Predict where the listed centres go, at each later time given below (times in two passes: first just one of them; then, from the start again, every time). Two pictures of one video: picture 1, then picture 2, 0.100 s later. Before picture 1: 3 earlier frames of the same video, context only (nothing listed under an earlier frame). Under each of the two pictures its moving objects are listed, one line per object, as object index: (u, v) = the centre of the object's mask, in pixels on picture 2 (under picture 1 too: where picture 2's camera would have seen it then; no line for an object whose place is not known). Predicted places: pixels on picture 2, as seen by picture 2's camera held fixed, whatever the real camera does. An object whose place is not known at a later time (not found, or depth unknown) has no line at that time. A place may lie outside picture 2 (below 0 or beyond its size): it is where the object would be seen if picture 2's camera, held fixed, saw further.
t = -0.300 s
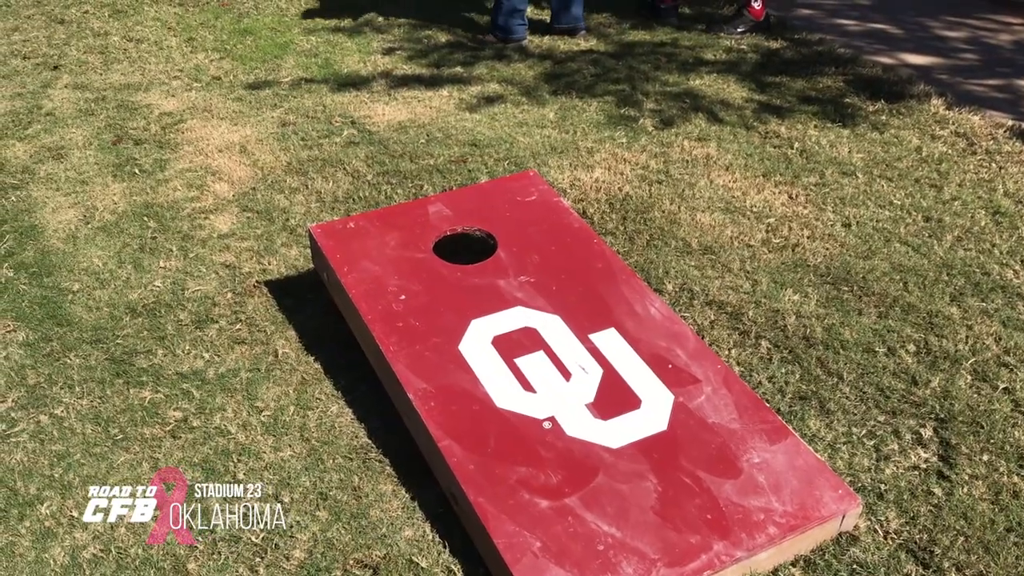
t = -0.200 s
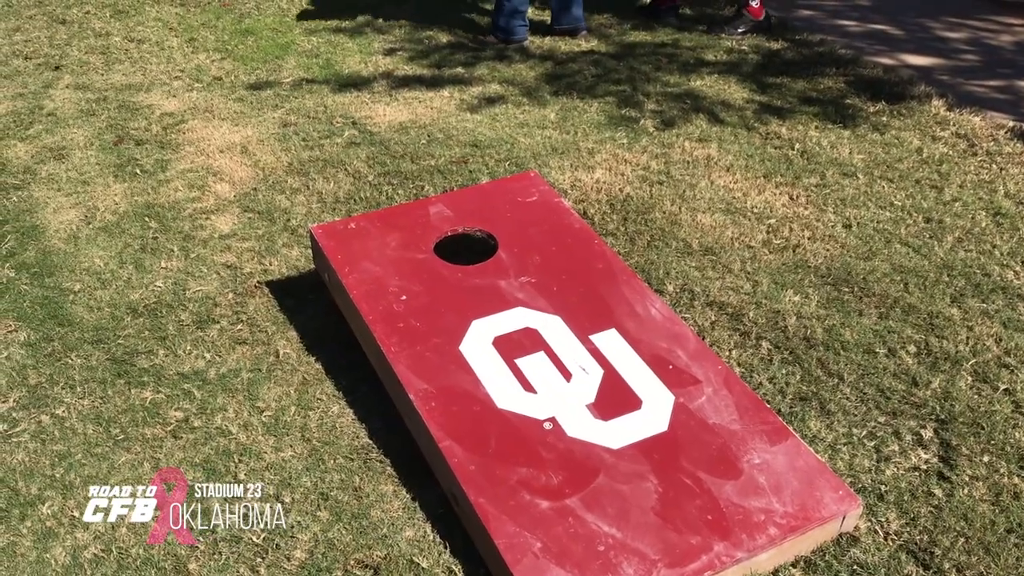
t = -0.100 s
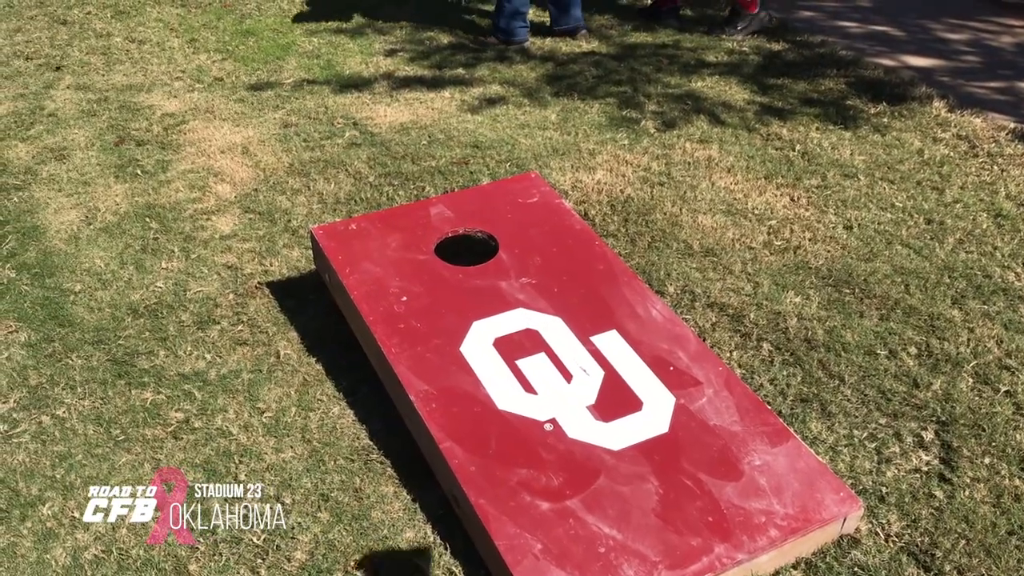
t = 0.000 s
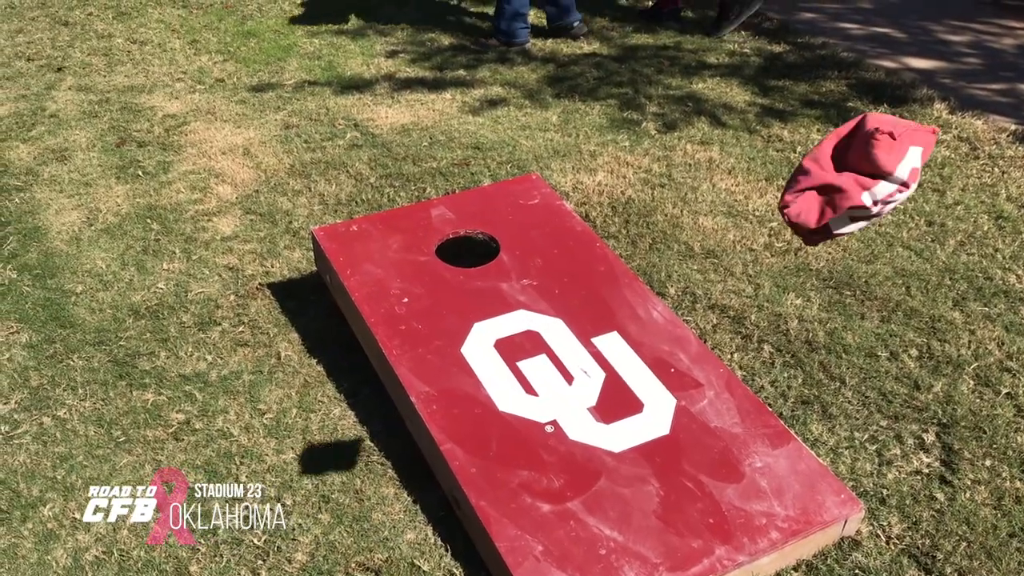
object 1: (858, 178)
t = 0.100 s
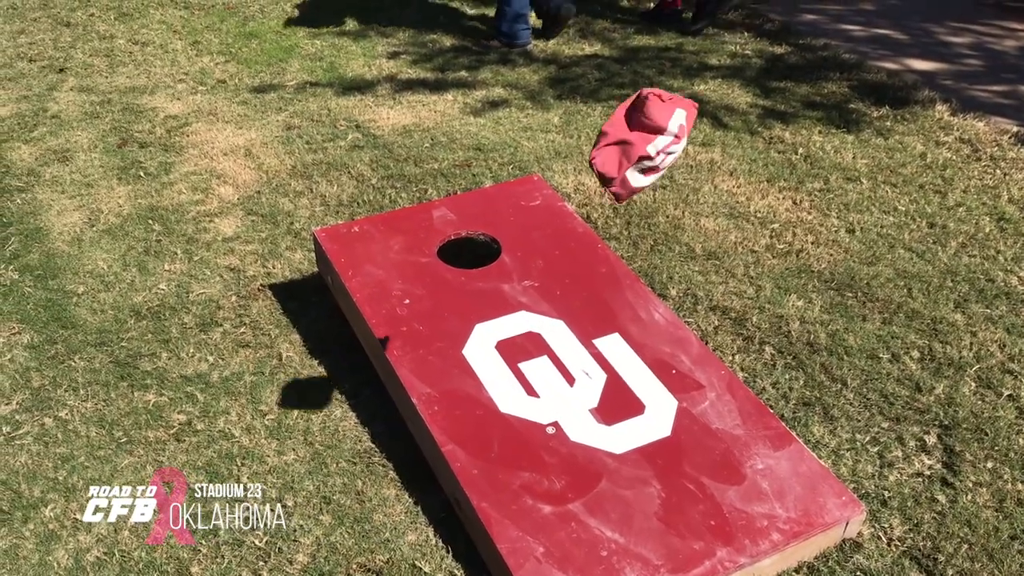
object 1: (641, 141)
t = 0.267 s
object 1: (462, 227)
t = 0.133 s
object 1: (592, 148)
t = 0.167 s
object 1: (551, 162)
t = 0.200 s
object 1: (516, 180)
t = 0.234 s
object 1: (487, 203)
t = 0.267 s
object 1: (462, 227)
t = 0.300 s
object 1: (441, 252)
